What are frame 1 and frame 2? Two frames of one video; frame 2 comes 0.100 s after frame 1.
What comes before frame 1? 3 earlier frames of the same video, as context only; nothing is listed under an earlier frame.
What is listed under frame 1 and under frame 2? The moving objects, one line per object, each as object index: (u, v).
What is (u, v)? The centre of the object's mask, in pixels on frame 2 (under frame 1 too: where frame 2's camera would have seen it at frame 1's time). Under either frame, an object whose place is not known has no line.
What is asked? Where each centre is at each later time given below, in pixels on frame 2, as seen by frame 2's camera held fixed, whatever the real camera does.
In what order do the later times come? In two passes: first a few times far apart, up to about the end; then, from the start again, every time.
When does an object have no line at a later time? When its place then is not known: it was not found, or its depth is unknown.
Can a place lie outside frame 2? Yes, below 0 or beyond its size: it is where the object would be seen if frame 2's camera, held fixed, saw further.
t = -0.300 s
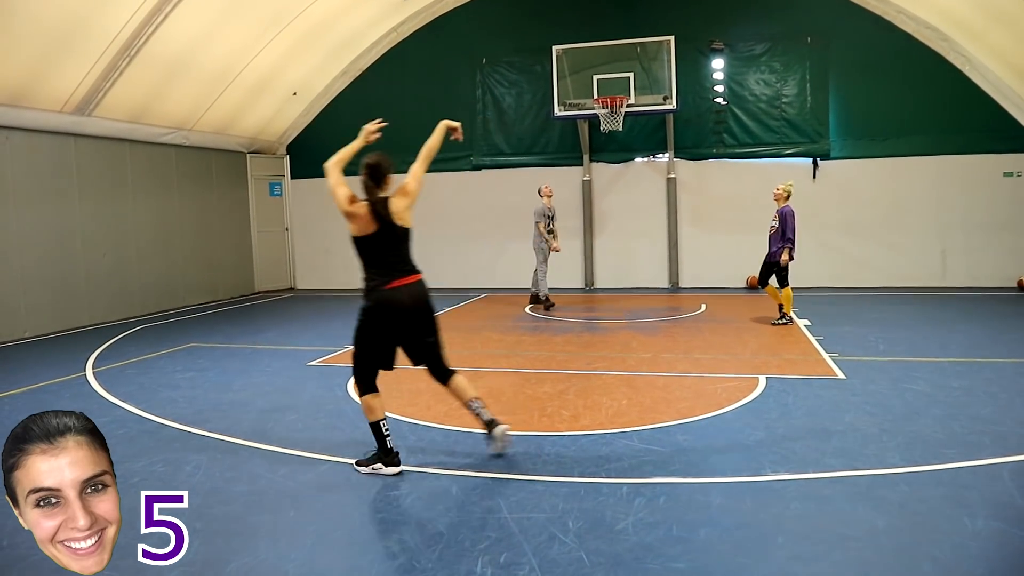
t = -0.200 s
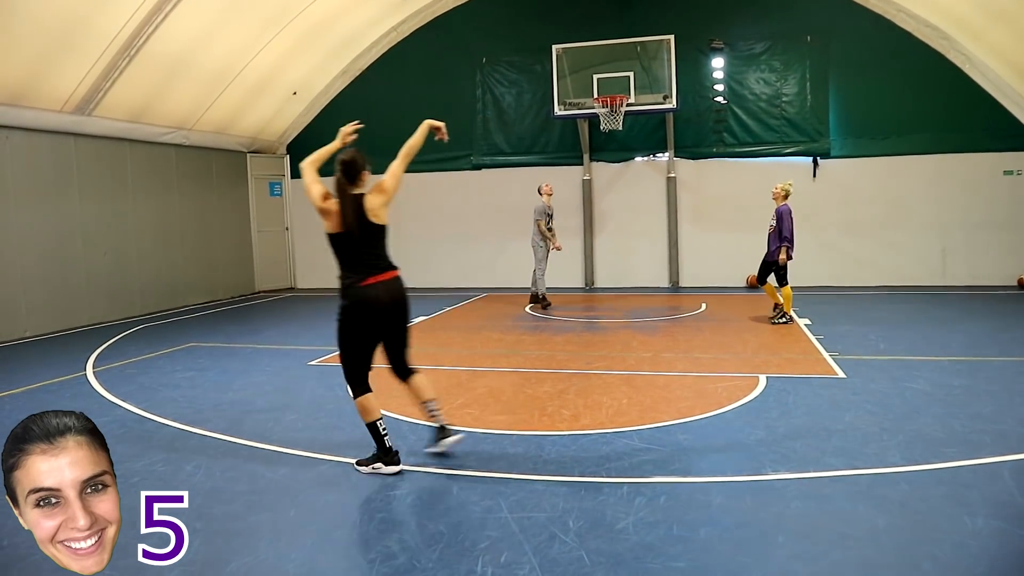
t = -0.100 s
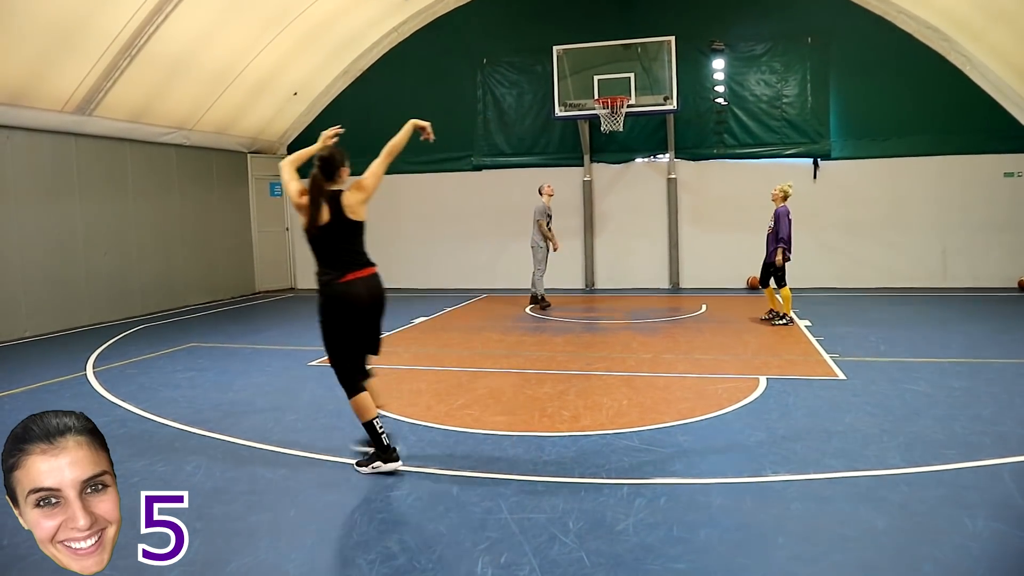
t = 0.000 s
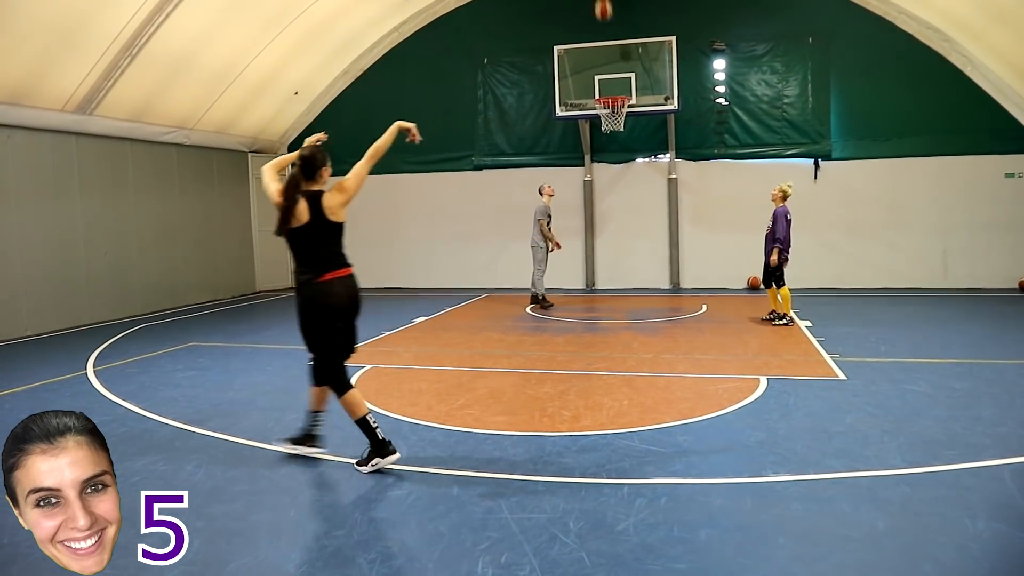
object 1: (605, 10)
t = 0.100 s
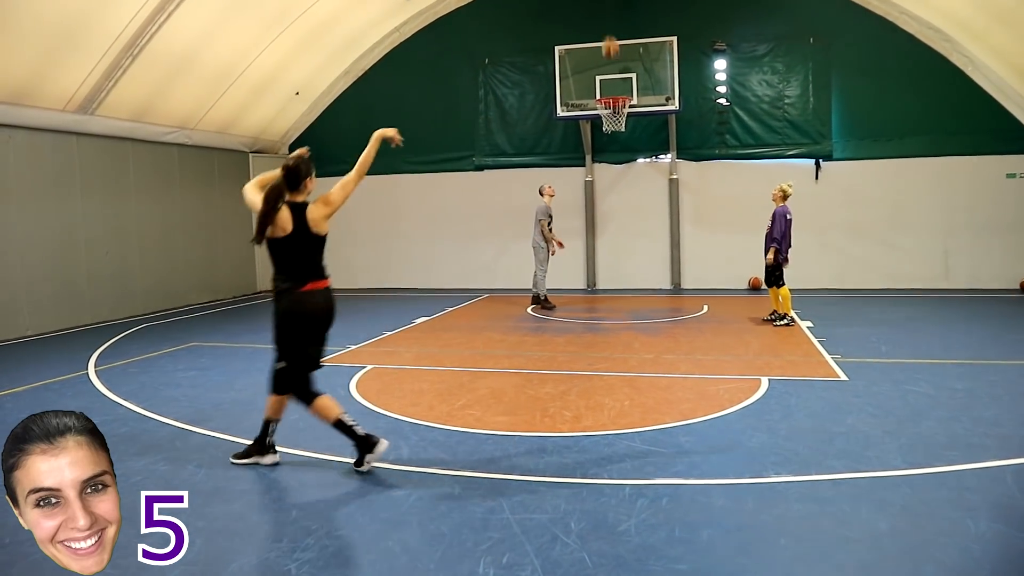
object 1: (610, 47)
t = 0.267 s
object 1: (619, 113)
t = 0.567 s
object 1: (615, 164)
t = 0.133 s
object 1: (612, 60)
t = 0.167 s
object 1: (613, 74)
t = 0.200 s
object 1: (615, 87)
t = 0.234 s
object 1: (617, 102)
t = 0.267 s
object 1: (619, 113)
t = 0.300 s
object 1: (617, 117)
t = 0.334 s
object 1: (617, 122)
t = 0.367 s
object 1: (617, 126)
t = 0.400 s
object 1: (617, 131)
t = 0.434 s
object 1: (616, 136)
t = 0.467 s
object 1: (616, 142)
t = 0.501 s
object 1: (616, 149)
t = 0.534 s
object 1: (615, 156)
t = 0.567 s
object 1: (615, 164)
